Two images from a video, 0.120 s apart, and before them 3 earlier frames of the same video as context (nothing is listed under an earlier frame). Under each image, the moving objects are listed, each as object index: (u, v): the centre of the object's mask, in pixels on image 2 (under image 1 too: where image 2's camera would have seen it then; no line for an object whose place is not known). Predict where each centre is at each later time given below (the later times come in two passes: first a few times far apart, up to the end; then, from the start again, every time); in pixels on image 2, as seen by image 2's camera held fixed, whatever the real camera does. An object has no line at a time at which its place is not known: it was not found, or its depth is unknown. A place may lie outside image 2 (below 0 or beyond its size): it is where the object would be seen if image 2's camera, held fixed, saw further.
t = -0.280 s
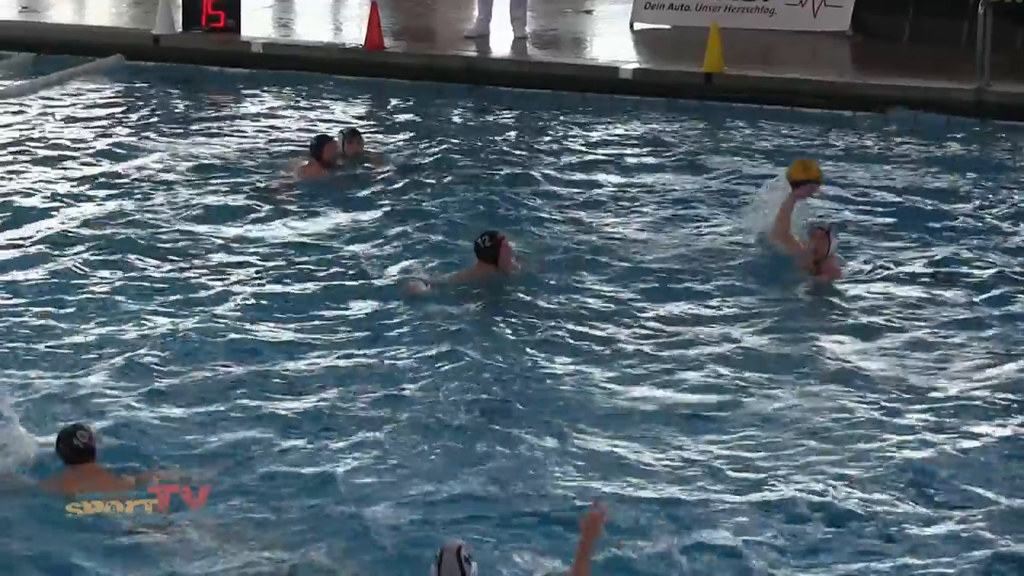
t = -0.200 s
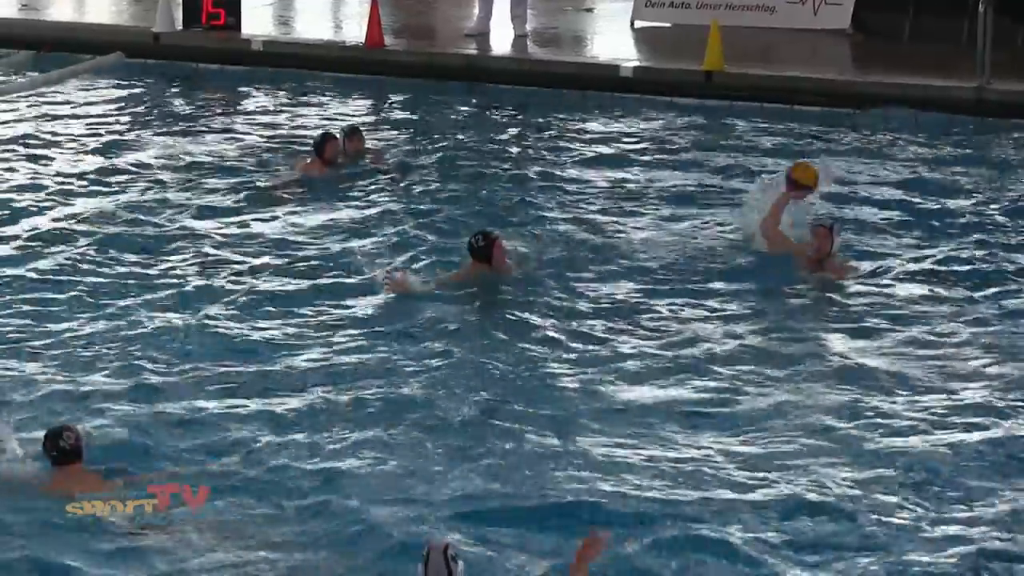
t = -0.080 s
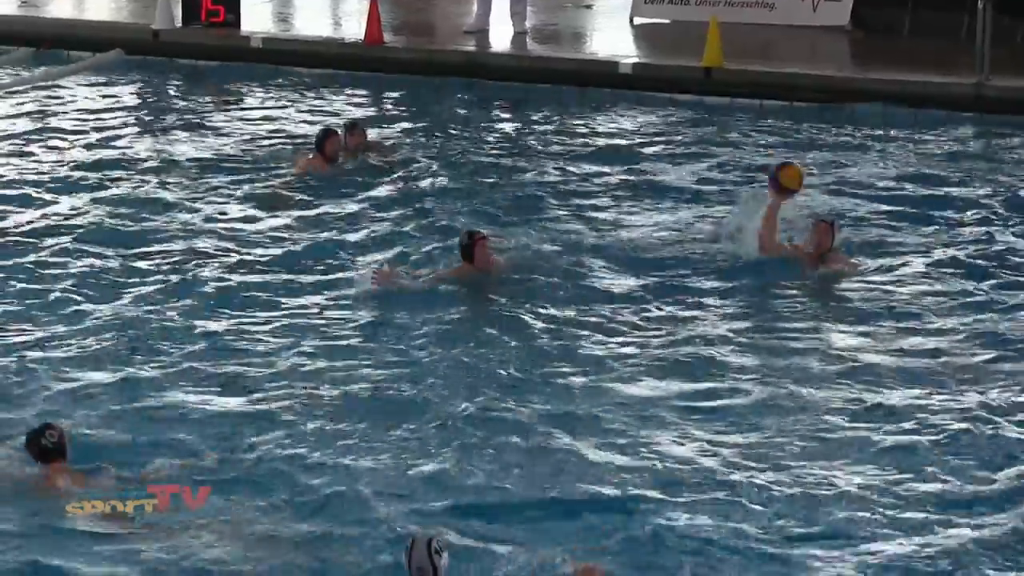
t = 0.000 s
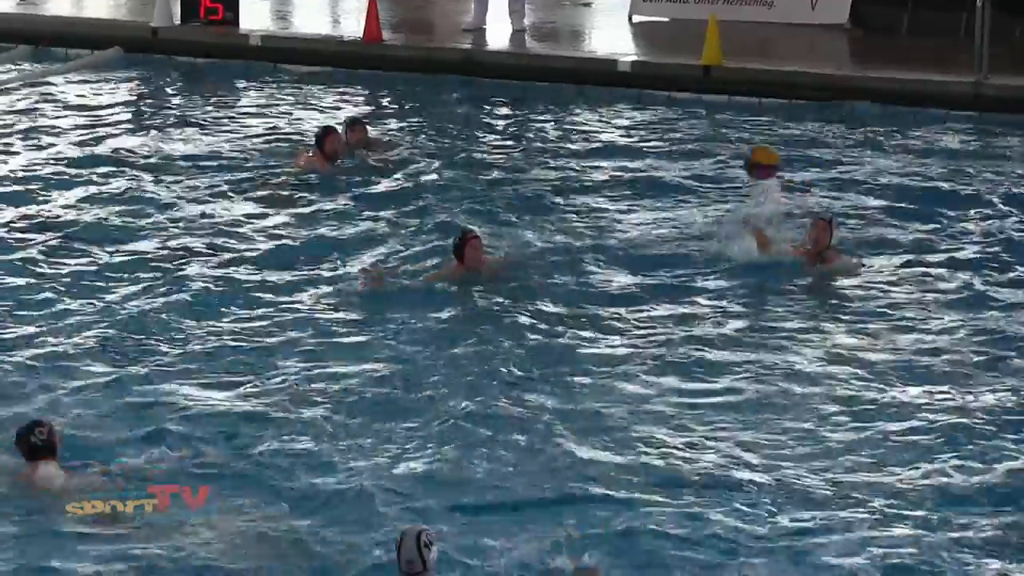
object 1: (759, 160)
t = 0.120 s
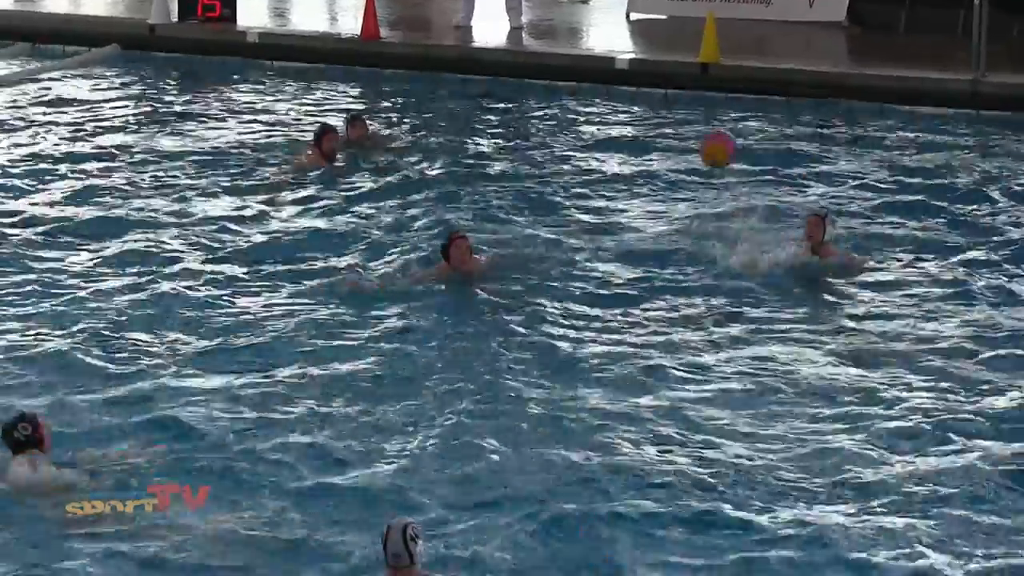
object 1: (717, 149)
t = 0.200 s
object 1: (687, 155)
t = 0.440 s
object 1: (587, 252)
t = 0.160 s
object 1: (703, 151)
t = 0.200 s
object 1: (687, 155)
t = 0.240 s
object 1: (672, 162)
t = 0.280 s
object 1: (657, 174)
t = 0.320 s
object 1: (639, 187)
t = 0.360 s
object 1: (621, 204)
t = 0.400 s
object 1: (603, 228)
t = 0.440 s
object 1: (587, 252)
